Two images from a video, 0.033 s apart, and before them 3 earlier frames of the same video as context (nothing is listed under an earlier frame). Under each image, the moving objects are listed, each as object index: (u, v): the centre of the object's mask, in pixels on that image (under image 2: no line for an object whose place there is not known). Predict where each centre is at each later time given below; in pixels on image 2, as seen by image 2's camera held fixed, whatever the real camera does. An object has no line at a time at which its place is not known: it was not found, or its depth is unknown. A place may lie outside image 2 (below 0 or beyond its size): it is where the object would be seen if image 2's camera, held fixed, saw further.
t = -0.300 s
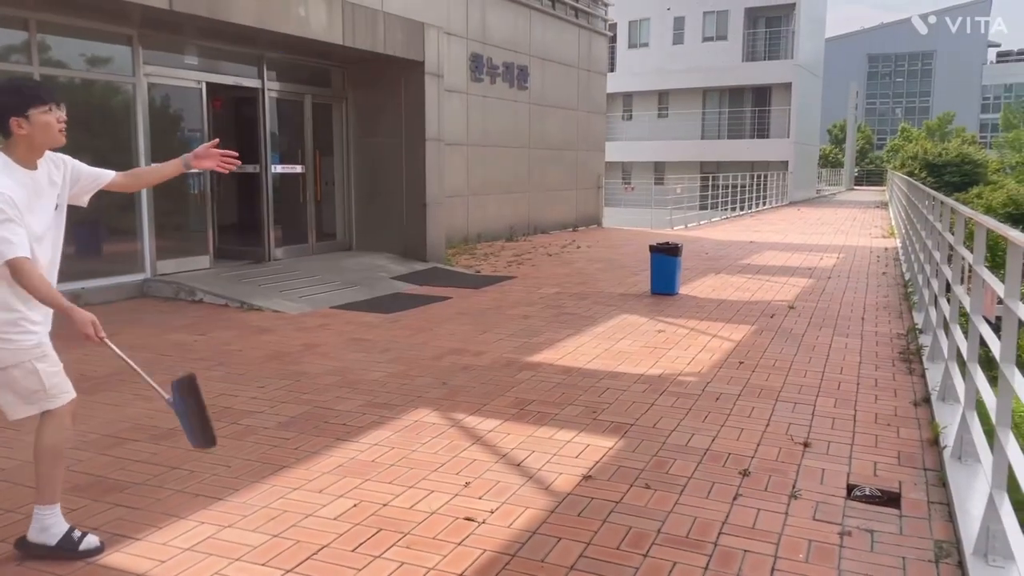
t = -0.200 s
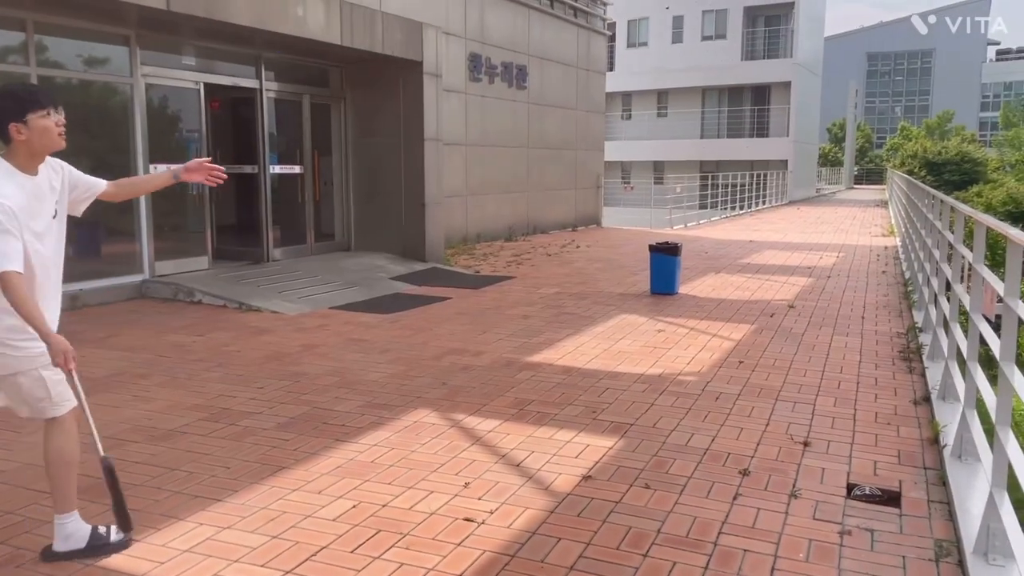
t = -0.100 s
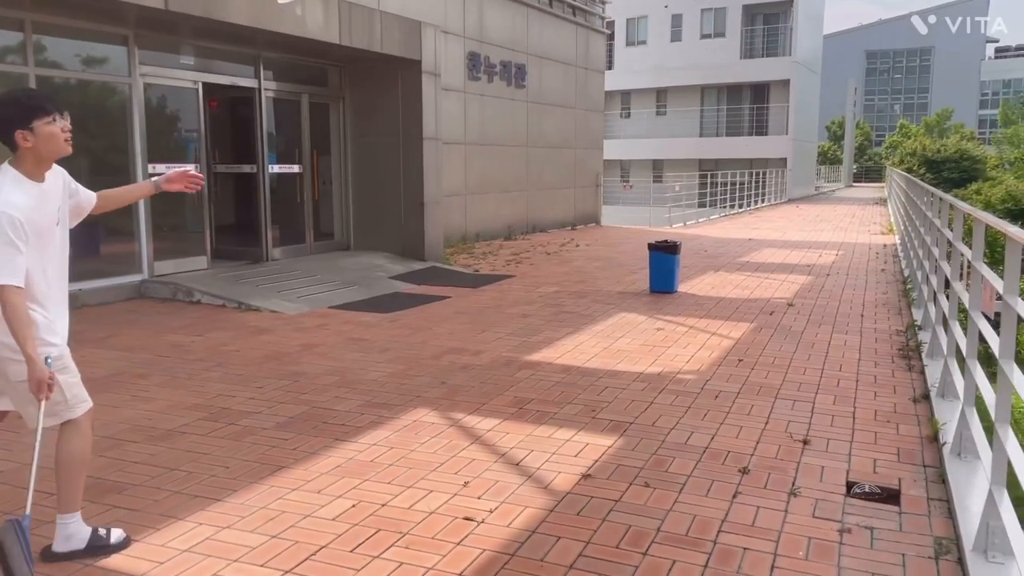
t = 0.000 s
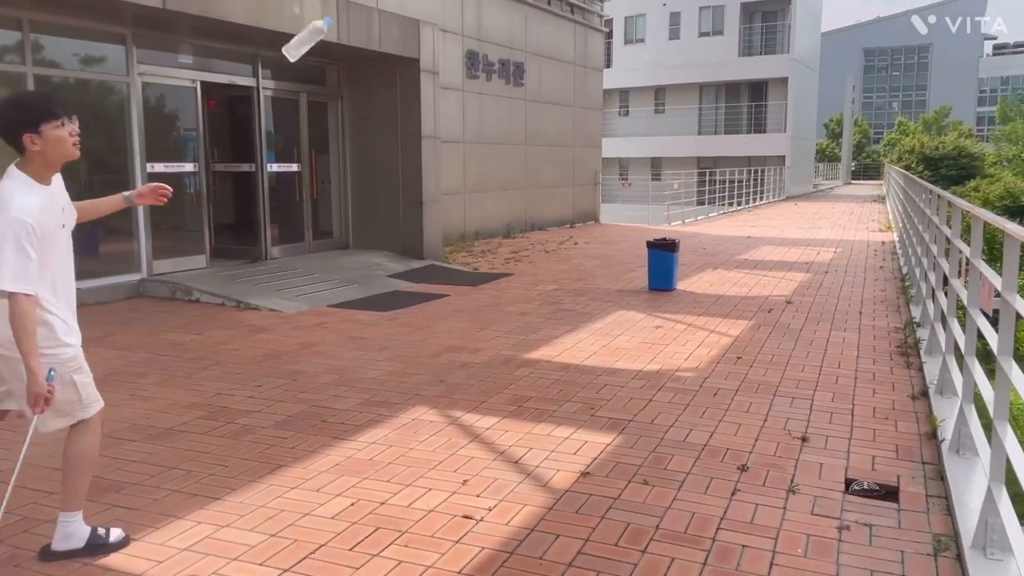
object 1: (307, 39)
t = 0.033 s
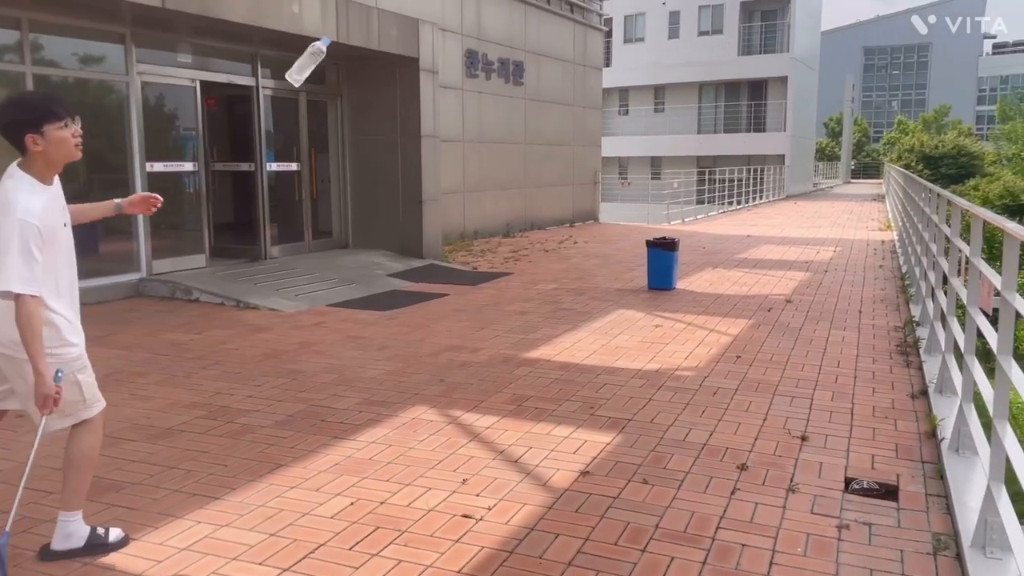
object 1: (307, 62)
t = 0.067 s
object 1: (309, 89)
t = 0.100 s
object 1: (311, 119)
